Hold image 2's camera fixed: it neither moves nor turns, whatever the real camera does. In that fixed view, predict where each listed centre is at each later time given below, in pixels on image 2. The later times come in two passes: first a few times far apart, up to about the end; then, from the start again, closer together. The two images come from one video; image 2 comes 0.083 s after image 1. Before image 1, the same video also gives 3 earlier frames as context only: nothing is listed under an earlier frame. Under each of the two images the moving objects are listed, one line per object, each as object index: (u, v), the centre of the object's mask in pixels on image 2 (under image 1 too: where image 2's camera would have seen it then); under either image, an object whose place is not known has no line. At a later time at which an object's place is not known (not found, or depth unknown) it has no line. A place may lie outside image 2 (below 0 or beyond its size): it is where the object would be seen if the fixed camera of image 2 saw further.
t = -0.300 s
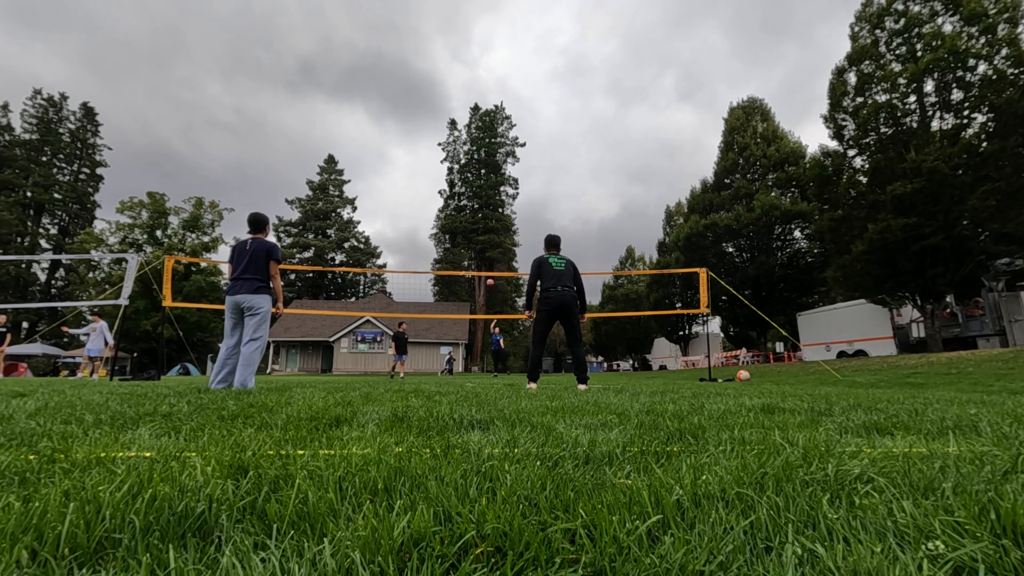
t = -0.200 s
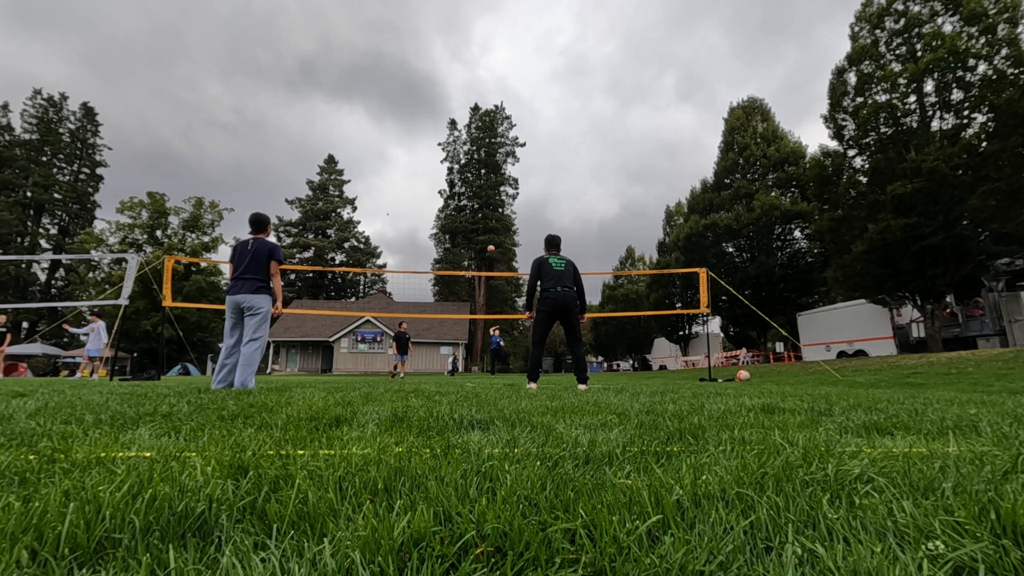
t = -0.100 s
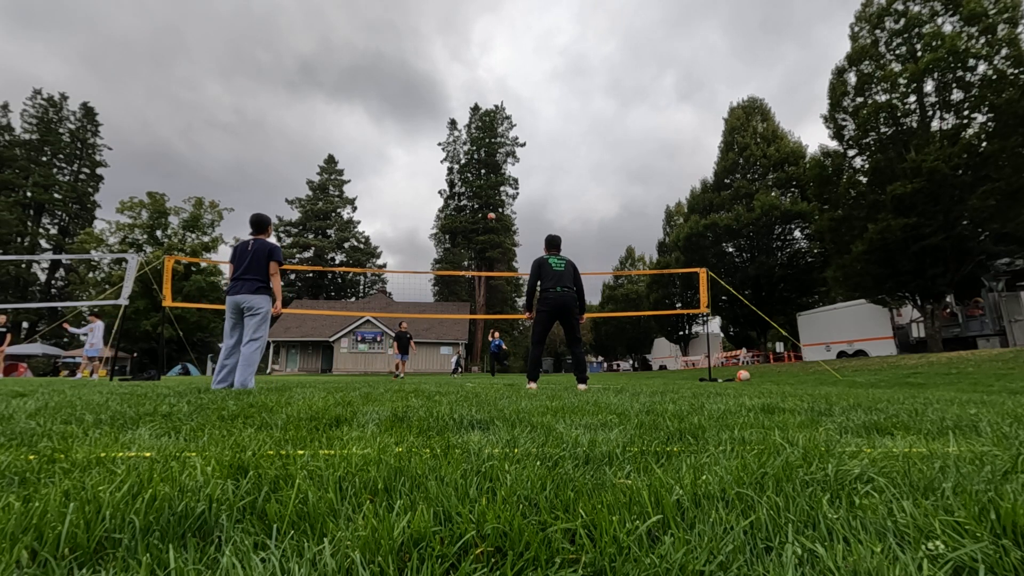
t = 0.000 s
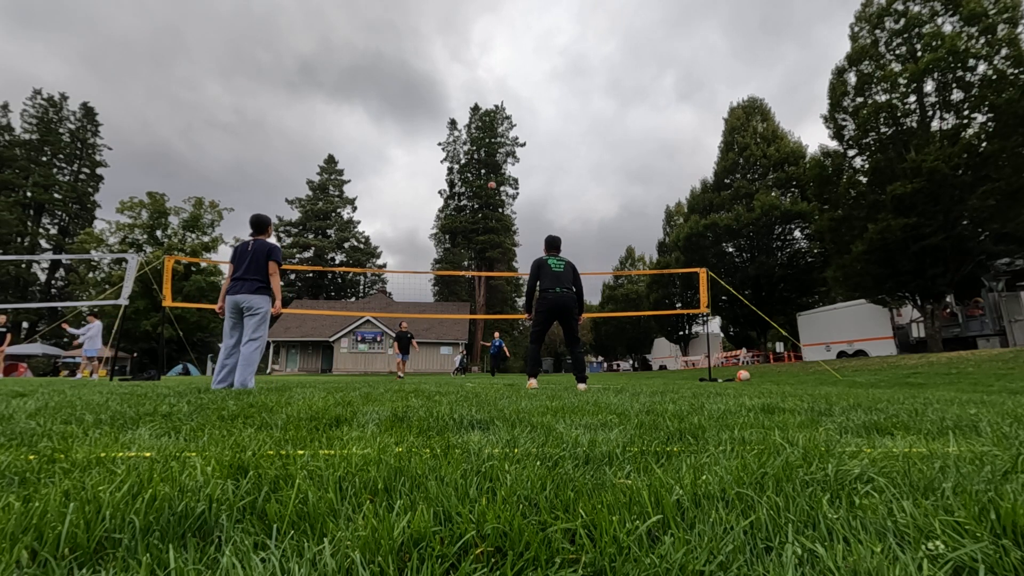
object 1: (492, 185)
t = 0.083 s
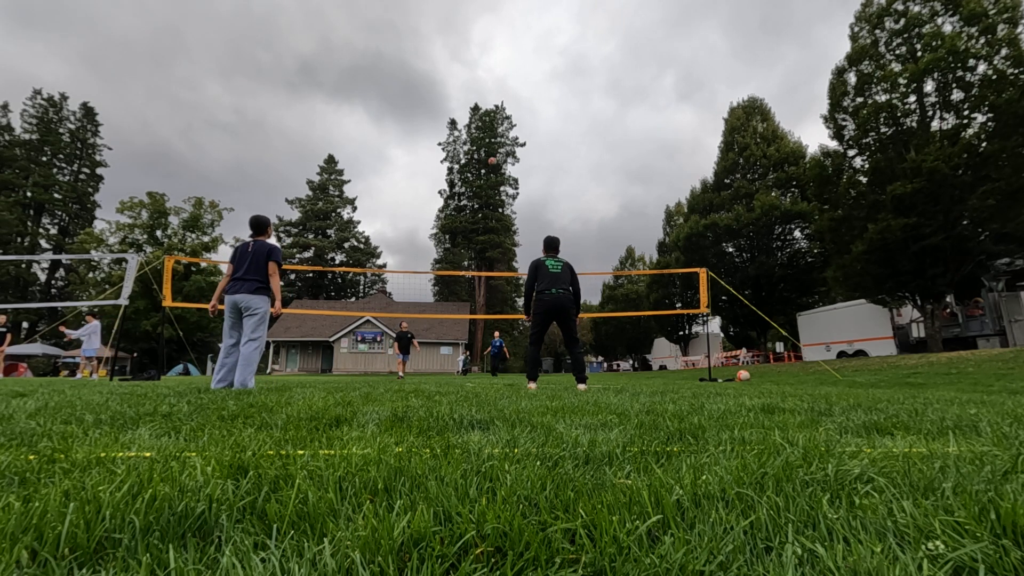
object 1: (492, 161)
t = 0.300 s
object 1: (493, 105)
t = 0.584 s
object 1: (491, 45)
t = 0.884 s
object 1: (490, 6)
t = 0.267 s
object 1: (492, 112)
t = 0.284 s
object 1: (493, 108)
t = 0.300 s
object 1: (493, 105)
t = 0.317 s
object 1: (492, 101)
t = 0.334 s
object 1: (492, 97)
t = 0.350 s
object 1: (492, 93)
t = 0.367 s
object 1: (492, 89)
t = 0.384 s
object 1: (492, 86)
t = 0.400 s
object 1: (492, 82)
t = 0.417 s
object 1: (492, 78)
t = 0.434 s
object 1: (492, 75)
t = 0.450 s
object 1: (492, 71)
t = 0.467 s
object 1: (492, 68)
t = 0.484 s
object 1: (492, 64)
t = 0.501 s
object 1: (492, 61)
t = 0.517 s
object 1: (492, 58)
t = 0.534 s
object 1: (492, 55)
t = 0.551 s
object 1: (492, 51)
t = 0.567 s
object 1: (491, 48)
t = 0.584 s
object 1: (491, 45)
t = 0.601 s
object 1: (491, 43)
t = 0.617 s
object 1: (491, 40)
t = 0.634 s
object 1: (491, 37)
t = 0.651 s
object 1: (491, 34)
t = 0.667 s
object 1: (491, 32)
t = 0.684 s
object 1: (491, 29)
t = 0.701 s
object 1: (491, 27)
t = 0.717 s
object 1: (491, 24)
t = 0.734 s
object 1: (491, 22)
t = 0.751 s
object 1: (491, 20)
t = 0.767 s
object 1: (490, 18)
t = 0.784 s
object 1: (490, 16)
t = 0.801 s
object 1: (490, 14)
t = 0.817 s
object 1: (490, 12)
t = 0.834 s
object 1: (490, 11)
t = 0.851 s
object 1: (490, 9)
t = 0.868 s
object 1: (490, 8)
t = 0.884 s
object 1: (490, 6)
